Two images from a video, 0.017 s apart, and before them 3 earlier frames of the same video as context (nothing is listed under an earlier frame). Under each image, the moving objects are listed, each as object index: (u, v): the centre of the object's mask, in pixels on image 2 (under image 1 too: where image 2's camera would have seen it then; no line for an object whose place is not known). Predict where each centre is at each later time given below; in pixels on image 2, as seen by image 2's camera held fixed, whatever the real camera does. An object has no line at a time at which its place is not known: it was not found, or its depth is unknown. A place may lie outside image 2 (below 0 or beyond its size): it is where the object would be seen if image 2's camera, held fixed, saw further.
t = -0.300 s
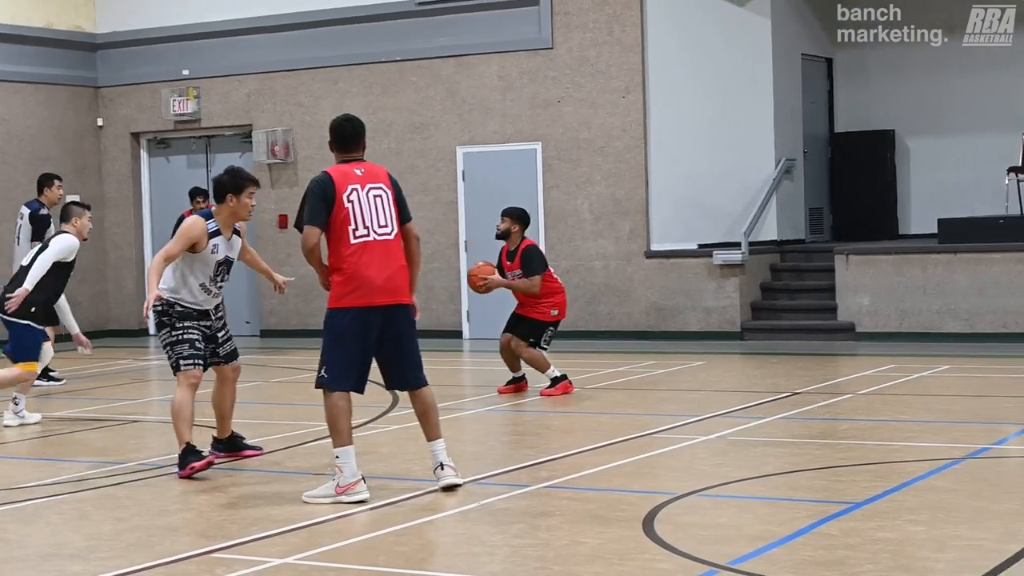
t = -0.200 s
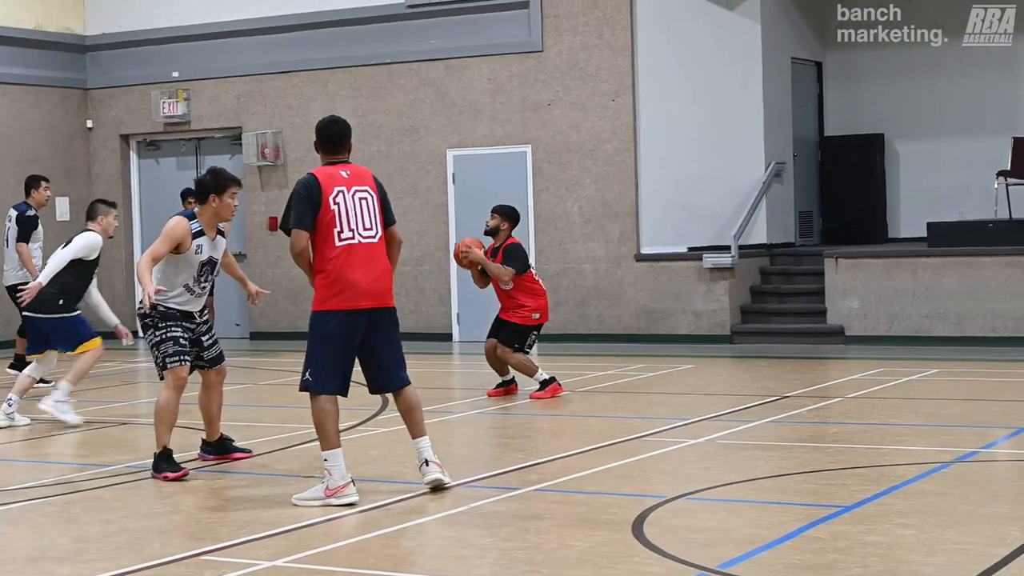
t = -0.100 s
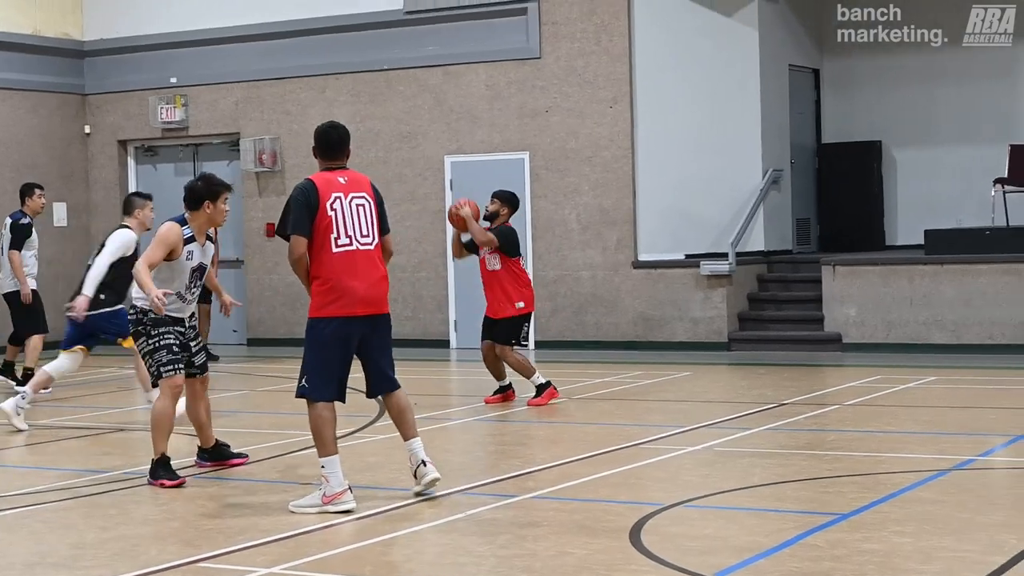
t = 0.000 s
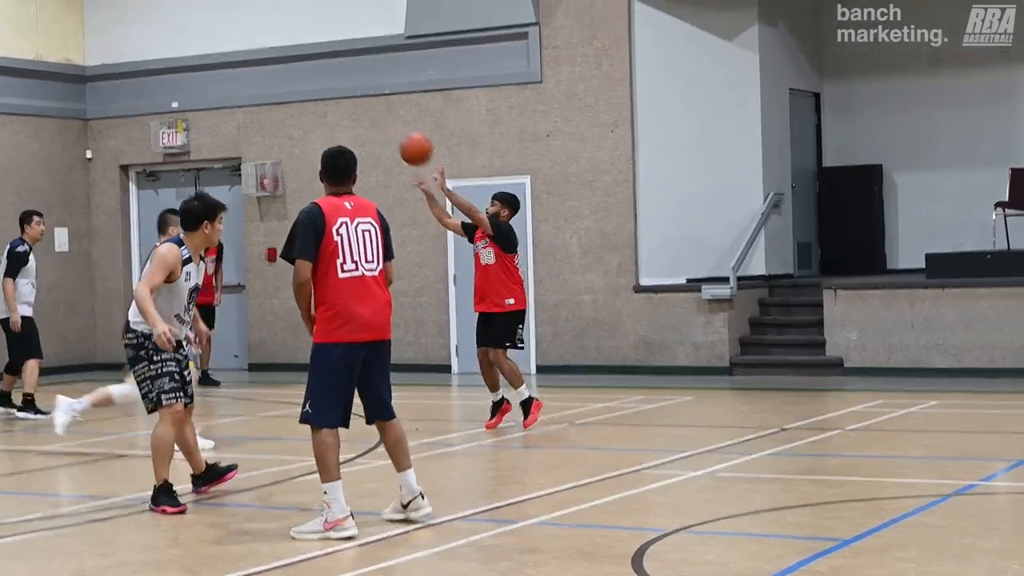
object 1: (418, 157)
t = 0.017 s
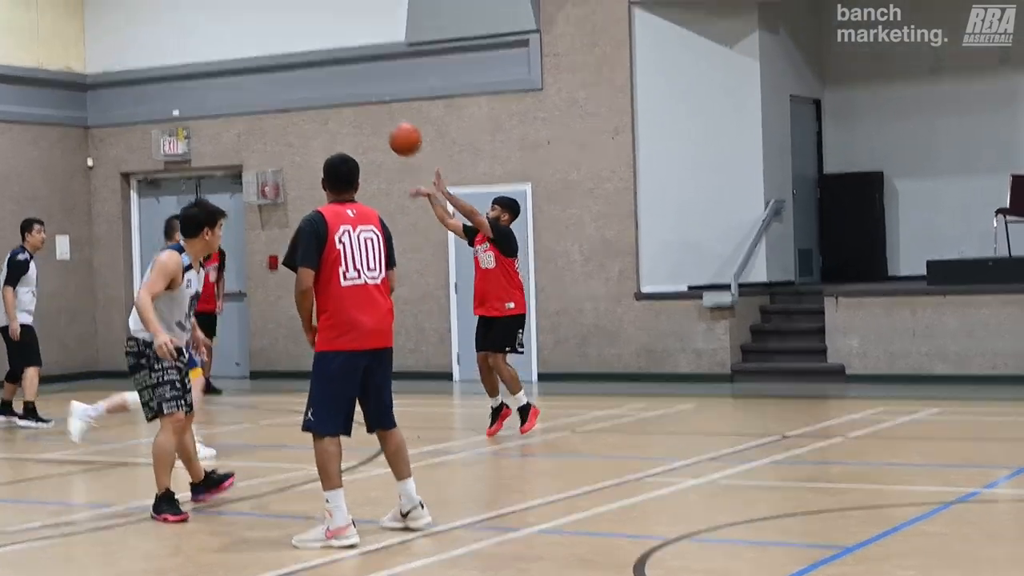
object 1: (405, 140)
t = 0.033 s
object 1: (394, 121)
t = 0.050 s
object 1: (381, 104)
